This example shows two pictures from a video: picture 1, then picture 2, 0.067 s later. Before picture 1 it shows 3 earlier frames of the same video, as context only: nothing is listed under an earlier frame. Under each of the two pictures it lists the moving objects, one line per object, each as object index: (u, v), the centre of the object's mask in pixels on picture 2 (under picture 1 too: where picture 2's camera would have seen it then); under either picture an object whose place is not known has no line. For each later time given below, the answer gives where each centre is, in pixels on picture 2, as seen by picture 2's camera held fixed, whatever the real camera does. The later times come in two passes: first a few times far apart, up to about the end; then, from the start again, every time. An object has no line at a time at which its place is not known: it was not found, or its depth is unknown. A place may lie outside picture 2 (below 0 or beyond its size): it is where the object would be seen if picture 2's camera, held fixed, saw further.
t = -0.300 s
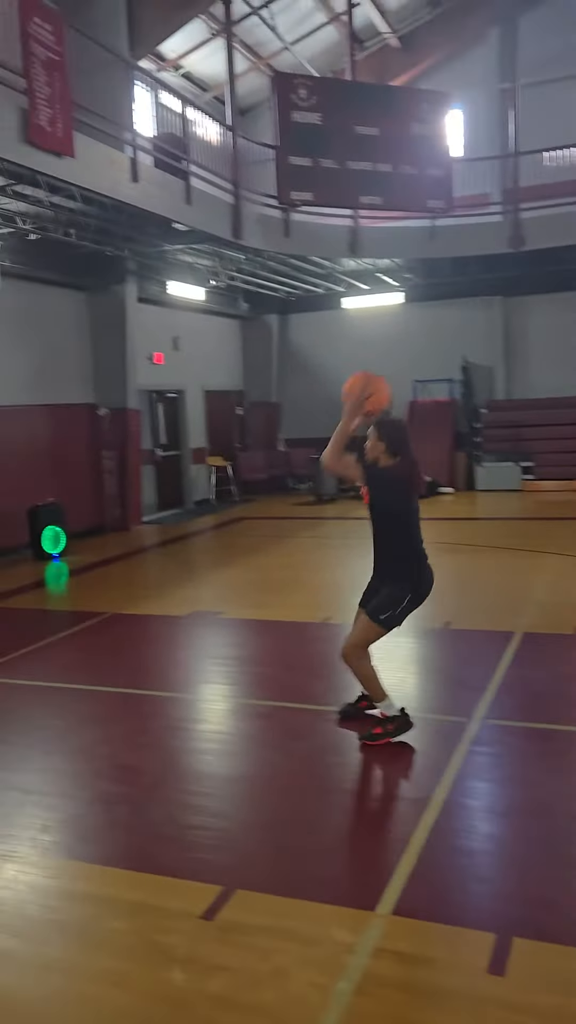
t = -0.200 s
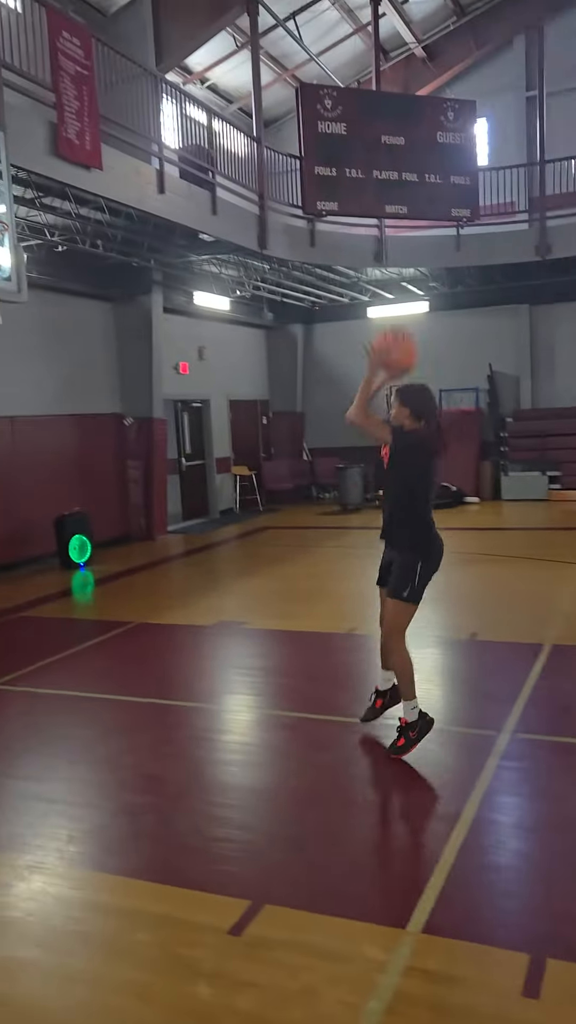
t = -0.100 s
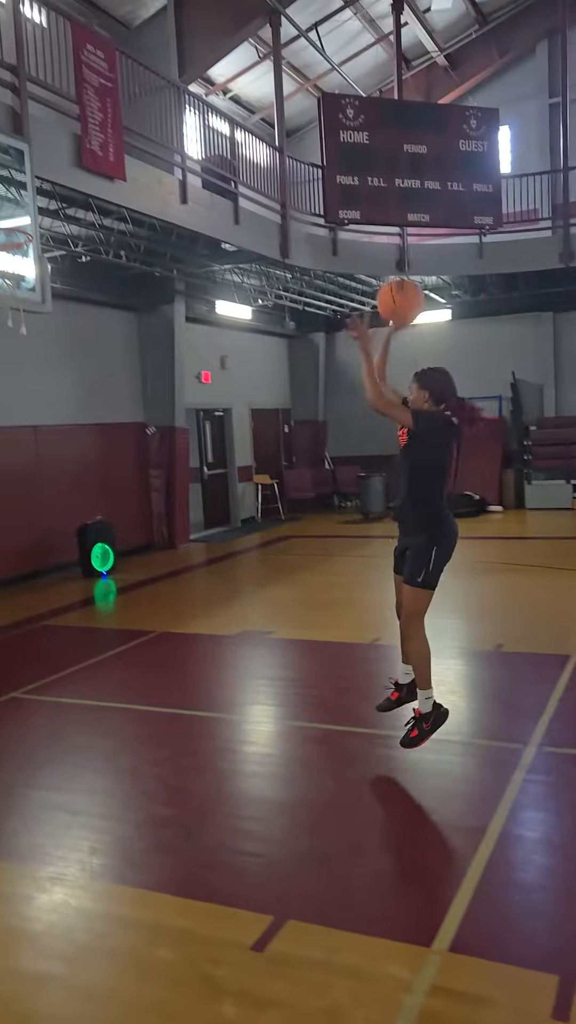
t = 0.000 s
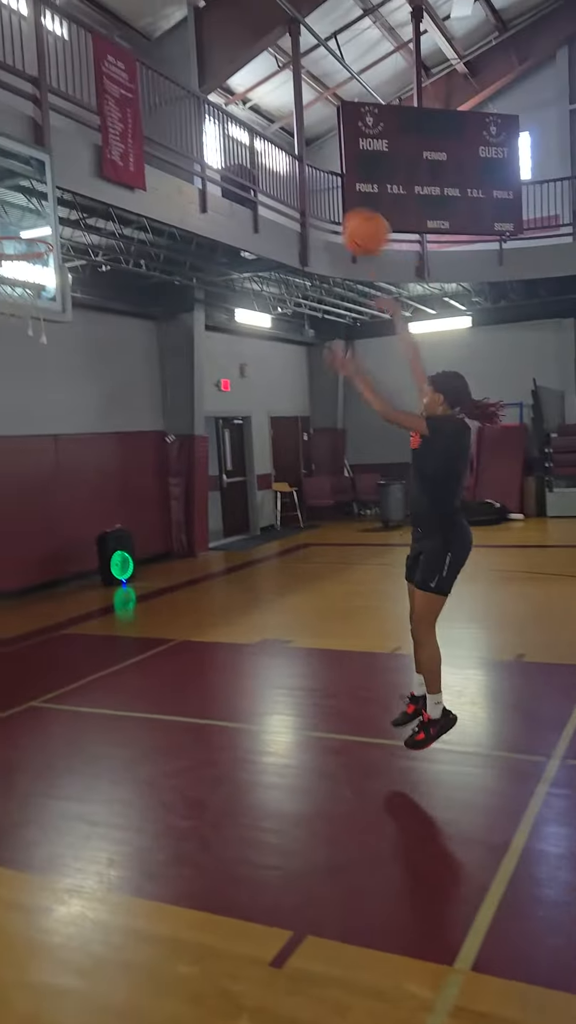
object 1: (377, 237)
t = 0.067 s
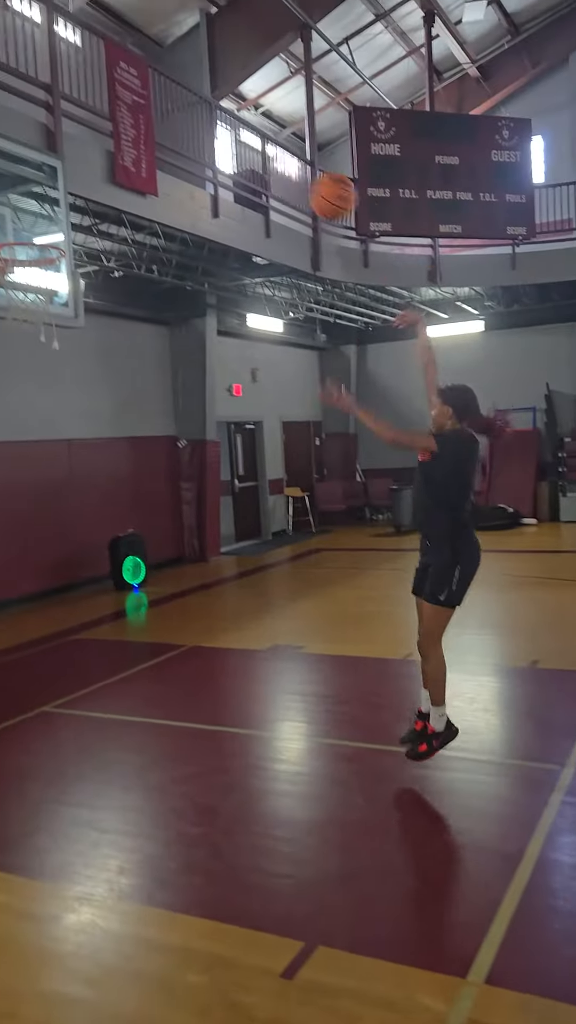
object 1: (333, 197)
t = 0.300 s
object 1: (195, 130)
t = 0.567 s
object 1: (79, 178)
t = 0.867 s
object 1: (3, 313)
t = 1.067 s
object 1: (5, 417)
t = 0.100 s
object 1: (312, 180)
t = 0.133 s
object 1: (290, 166)
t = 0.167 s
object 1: (270, 154)
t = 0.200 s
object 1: (251, 146)
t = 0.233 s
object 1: (231, 137)
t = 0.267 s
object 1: (212, 133)
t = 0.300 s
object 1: (195, 130)
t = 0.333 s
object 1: (179, 131)
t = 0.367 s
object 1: (163, 132)
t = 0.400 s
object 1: (148, 135)
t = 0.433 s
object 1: (133, 140)
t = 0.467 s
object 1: (119, 147)
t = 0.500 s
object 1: (107, 156)
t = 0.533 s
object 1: (93, 167)
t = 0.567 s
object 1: (79, 178)
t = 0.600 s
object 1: (66, 192)
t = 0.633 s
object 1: (55, 207)
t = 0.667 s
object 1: (43, 223)
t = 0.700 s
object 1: (33, 239)
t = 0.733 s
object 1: (24, 258)
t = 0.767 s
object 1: (17, 281)
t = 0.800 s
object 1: (10, 292)
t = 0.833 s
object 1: (8, 302)
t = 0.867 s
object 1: (3, 313)
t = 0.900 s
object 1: (2, 326)
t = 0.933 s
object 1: (0, 341)
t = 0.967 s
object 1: (-1, 358)
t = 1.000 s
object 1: (-3, 376)
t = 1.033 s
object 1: (0, 395)
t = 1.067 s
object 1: (5, 417)
